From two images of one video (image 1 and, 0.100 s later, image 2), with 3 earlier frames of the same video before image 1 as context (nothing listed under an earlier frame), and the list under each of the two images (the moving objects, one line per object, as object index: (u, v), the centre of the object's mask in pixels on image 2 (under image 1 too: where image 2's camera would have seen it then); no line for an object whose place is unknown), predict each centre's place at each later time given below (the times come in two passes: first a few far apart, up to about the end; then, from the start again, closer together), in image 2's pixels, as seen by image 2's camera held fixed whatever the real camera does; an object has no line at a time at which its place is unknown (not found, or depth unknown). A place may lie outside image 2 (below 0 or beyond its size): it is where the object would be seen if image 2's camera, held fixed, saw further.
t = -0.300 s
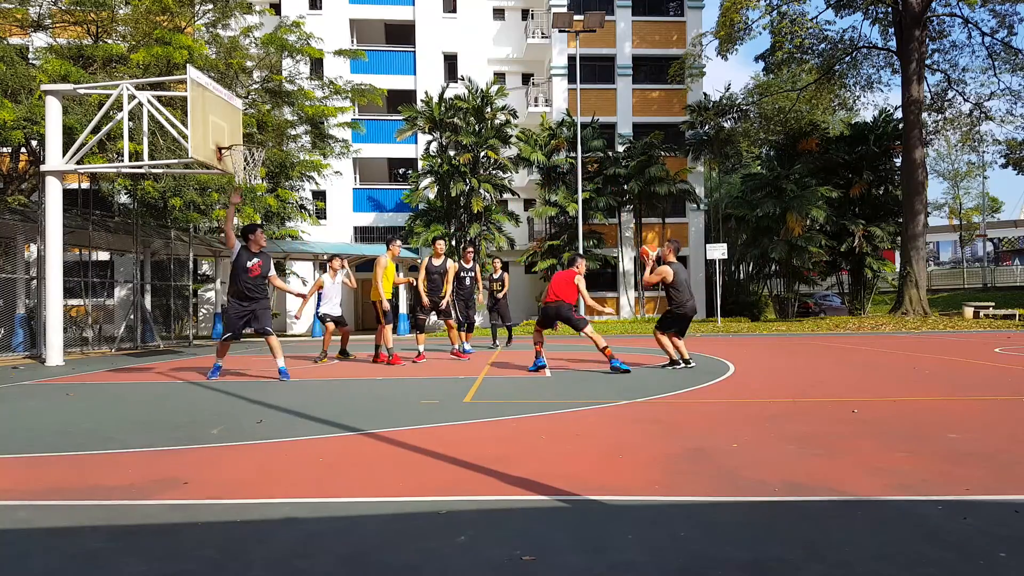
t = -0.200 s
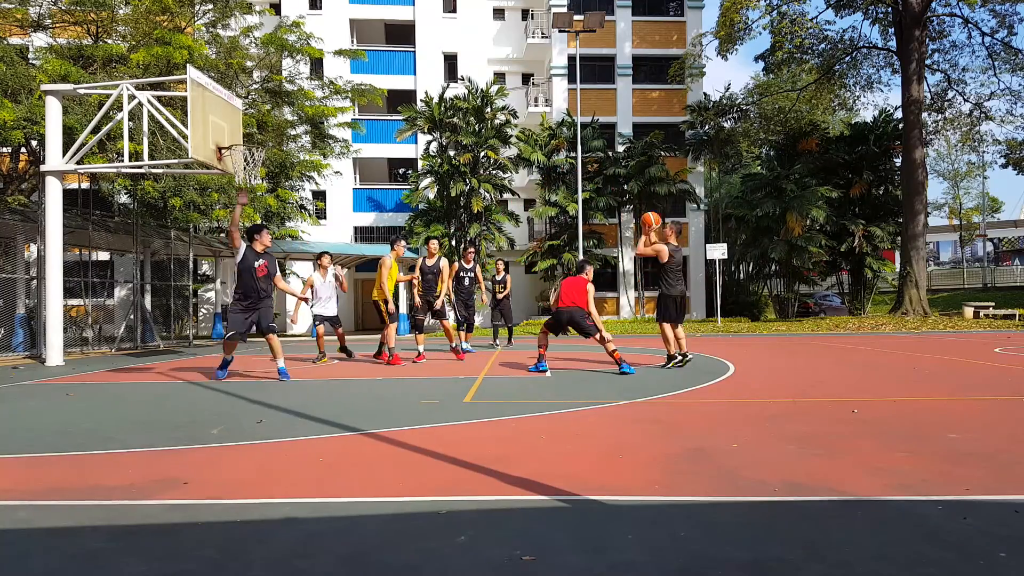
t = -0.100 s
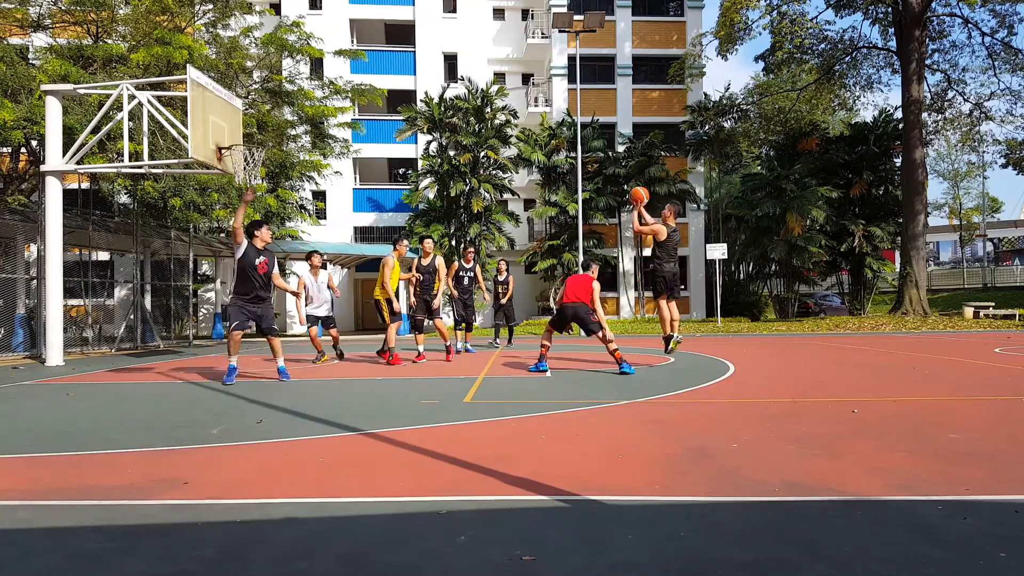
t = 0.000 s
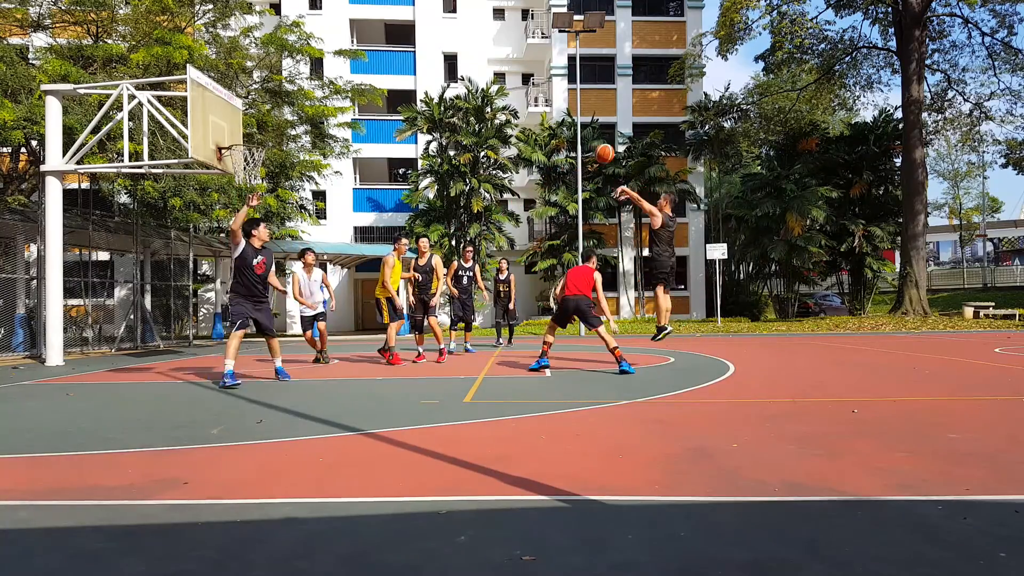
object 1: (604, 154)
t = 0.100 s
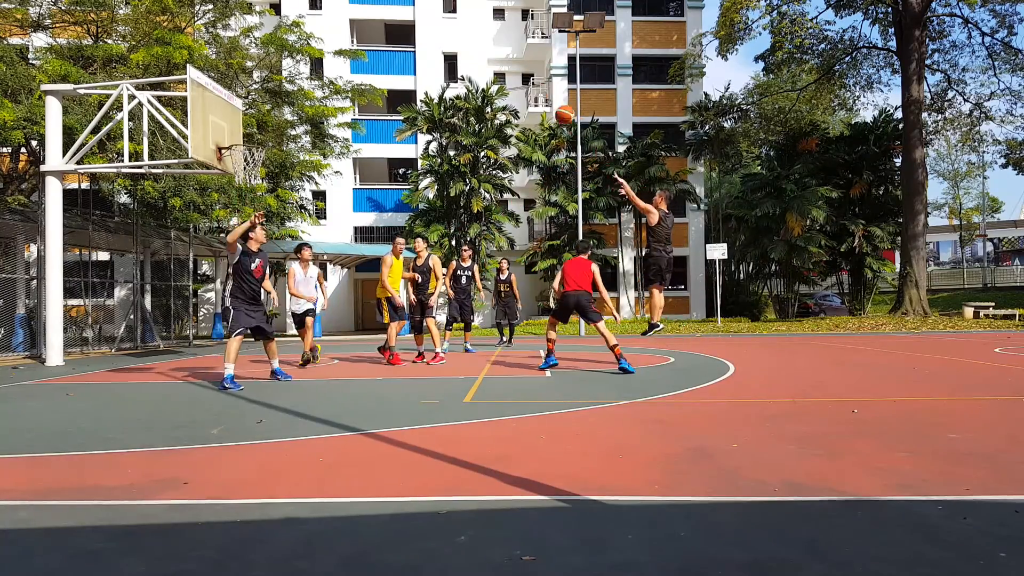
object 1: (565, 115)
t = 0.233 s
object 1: (514, 76)
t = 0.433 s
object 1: (441, 45)
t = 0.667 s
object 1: (363, 45)
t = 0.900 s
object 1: (289, 84)
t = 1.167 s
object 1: (256, 129)
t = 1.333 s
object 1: (305, 113)
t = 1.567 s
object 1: (368, 121)
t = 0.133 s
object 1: (551, 103)
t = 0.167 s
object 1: (539, 93)
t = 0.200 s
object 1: (526, 84)
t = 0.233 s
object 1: (514, 76)
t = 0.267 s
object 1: (501, 69)
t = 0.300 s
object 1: (489, 62)
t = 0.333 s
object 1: (477, 57)
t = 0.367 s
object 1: (465, 52)
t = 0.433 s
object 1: (441, 45)
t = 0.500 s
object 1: (418, 40)
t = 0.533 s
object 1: (407, 40)
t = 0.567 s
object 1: (396, 40)
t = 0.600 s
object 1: (385, 41)
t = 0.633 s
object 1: (374, 42)
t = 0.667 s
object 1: (363, 45)
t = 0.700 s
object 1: (352, 49)
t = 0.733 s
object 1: (342, 53)
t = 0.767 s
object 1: (332, 57)
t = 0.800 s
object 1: (320, 63)
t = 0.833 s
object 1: (310, 70)
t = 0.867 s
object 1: (300, 77)
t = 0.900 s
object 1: (289, 84)
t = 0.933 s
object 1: (280, 92)
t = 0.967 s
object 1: (270, 101)
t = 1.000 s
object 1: (260, 111)
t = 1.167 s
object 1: (256, 129)
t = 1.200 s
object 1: (266, 124)
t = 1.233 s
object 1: (276, 121)
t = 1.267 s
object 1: (286, 117)
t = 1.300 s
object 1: (296, 115)
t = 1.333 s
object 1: (305, 113)
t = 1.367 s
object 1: (315, 112)
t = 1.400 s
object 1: (323, 112)
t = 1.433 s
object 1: (333, 113)
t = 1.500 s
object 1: (351, 115)
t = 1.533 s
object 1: (360, 119)
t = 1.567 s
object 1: (368, 121)
